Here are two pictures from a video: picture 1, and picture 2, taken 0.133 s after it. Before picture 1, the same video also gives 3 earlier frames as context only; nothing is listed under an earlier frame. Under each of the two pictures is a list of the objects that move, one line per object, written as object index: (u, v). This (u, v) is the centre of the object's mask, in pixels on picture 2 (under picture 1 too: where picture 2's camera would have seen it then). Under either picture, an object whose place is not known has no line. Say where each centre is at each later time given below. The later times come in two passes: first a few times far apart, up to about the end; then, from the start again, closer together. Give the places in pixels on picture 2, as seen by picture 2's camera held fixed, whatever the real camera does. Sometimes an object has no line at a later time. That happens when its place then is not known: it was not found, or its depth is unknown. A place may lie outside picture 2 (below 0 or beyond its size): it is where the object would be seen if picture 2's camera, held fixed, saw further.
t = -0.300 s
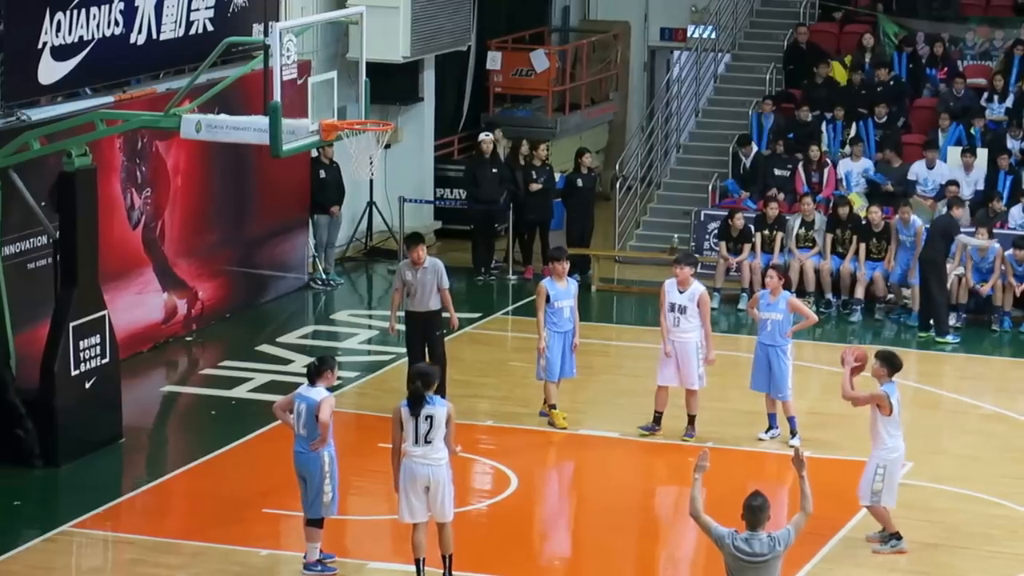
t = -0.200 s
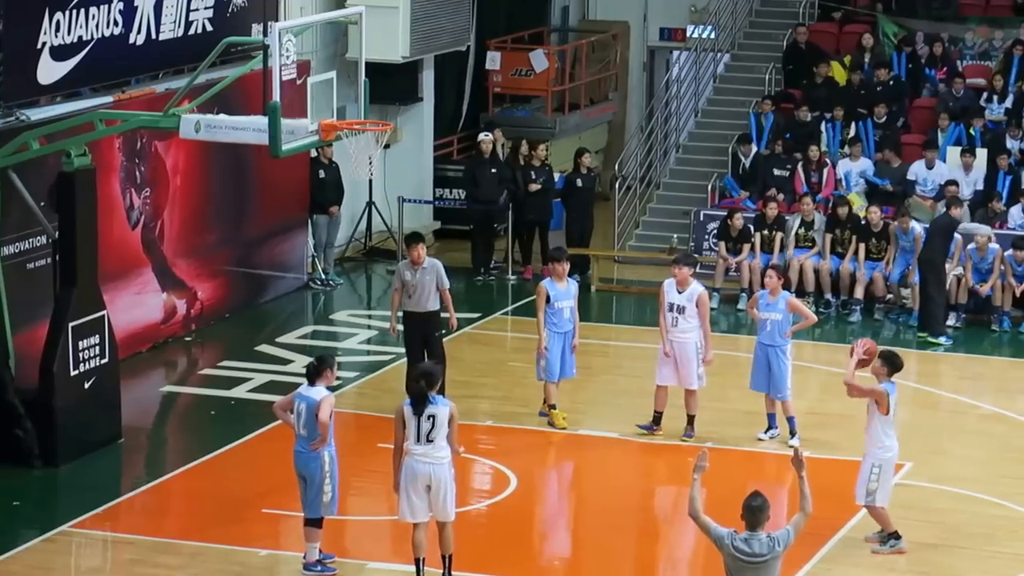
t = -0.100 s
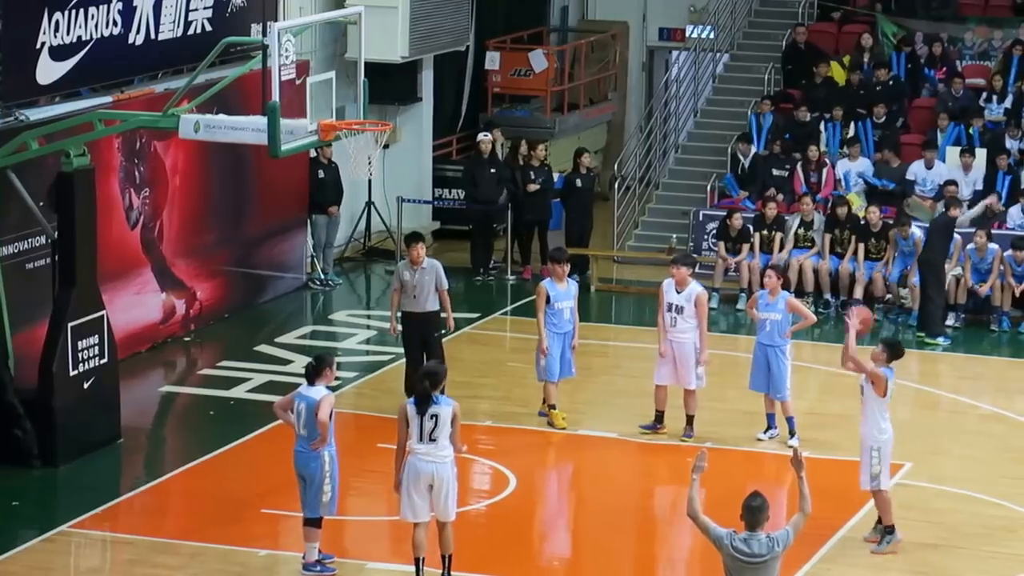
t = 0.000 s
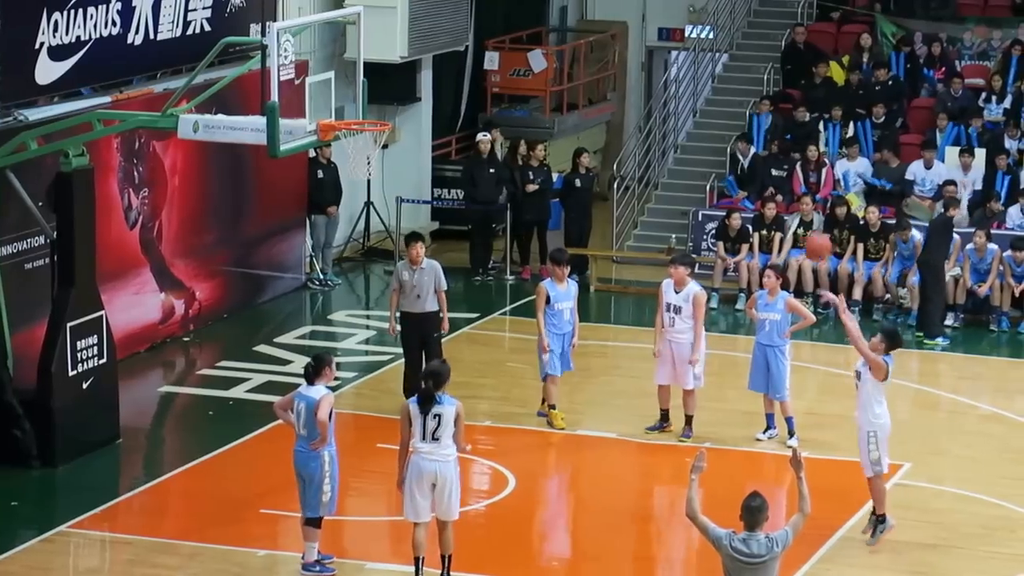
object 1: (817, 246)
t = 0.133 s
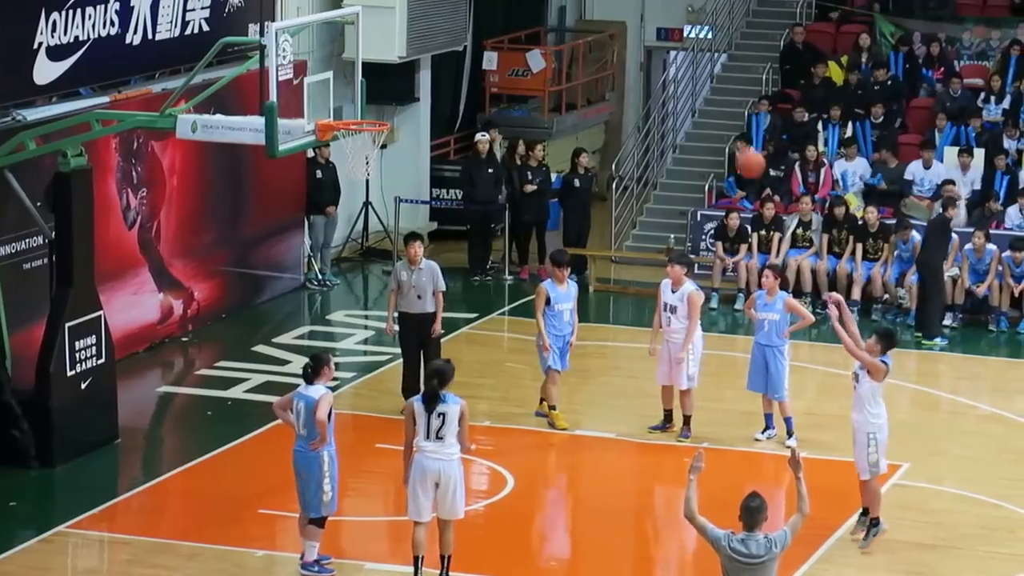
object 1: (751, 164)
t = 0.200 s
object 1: (717, 129)
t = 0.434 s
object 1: (602, 55)
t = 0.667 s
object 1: (493, 47)
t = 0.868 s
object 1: (401, 92)
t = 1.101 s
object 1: (328, 165)
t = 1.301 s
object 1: (319, 241)
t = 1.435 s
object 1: (311, 316)
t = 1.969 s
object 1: (320, 319)
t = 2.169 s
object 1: (335, 291)
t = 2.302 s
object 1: (343, 294)
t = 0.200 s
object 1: (717, 129)
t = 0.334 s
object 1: (651, 78)
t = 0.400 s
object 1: (618, 62)
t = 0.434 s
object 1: (602, 55)
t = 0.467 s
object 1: (587, 50)
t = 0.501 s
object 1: (570, 46)
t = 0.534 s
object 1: (555, 44)
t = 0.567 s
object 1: (539, 42)
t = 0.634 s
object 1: (508, 44)
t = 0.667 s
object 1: (493, 47)
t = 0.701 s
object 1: (477, 52)
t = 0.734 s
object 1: (461, 57)
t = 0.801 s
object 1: (432, 72)
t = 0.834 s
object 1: (416, 81)
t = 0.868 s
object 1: (401, 92)
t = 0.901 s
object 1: (386, 103)
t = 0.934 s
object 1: (373, 115)
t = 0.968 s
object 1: (358, 131)
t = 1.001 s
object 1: (343, 144)
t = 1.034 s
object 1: (336, 150)
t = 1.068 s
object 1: (330, 157)
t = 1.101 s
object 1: (328, 165)
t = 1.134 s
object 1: (326, 175)
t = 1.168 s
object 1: (324, 186)
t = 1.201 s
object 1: (322, 198)
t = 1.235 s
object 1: (321, 211)
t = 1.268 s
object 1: (320, 225)
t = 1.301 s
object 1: (319, 241)
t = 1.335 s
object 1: (316, 257)
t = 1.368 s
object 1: (315, 276)
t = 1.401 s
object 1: (313, 295)
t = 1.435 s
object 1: (311, 316)
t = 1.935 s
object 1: (317, 329)
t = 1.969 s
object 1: (320, 319)
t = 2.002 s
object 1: (323, 312)
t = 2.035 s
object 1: (325, 305)
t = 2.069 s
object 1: (328, 300)
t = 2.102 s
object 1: (331, 295)
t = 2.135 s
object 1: (333, 292)
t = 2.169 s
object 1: (335, 291)
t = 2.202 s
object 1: (336, 290)
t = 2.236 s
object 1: (339, 290)
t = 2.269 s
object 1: (341, 292)
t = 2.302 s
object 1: (343, 294)
